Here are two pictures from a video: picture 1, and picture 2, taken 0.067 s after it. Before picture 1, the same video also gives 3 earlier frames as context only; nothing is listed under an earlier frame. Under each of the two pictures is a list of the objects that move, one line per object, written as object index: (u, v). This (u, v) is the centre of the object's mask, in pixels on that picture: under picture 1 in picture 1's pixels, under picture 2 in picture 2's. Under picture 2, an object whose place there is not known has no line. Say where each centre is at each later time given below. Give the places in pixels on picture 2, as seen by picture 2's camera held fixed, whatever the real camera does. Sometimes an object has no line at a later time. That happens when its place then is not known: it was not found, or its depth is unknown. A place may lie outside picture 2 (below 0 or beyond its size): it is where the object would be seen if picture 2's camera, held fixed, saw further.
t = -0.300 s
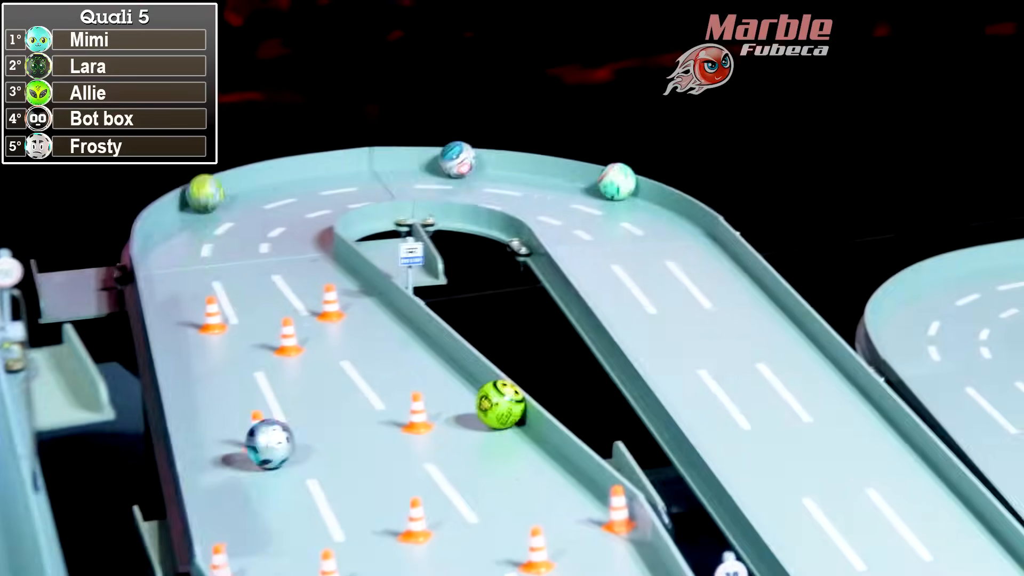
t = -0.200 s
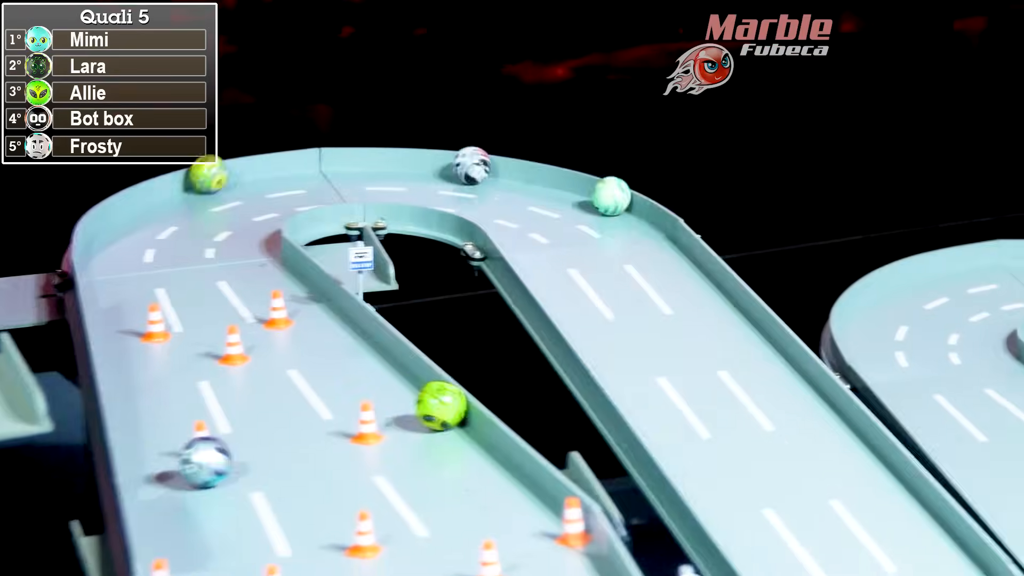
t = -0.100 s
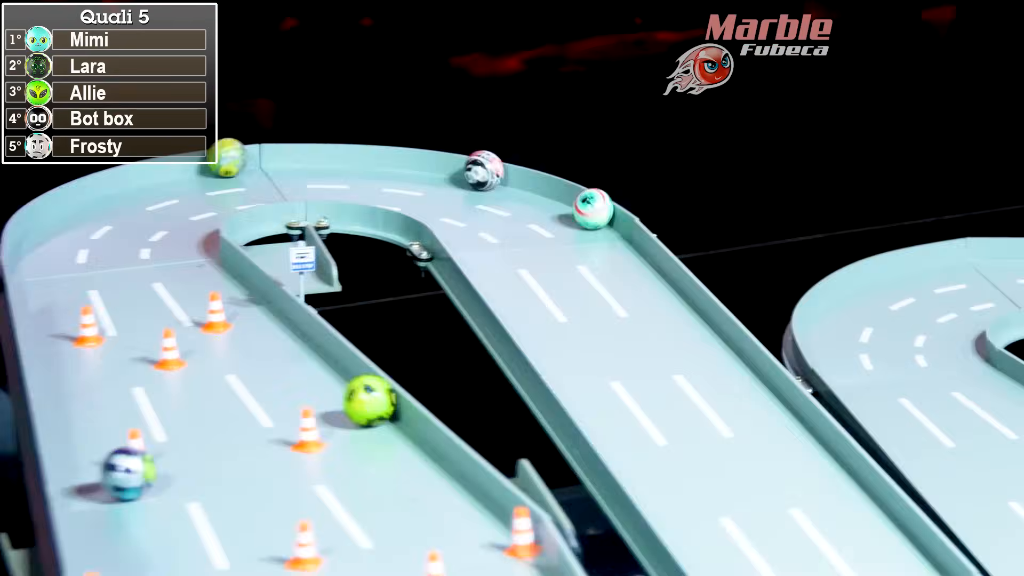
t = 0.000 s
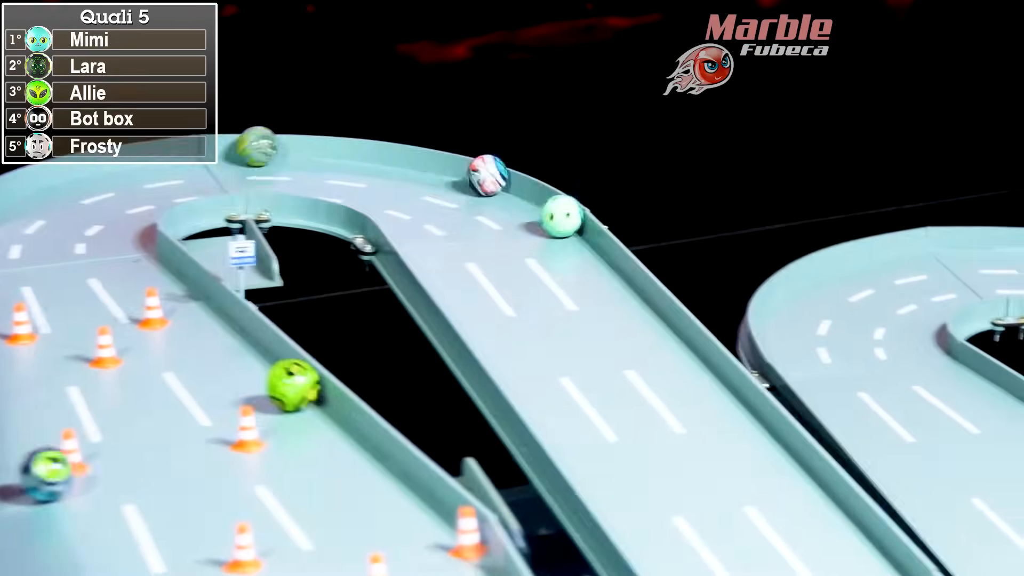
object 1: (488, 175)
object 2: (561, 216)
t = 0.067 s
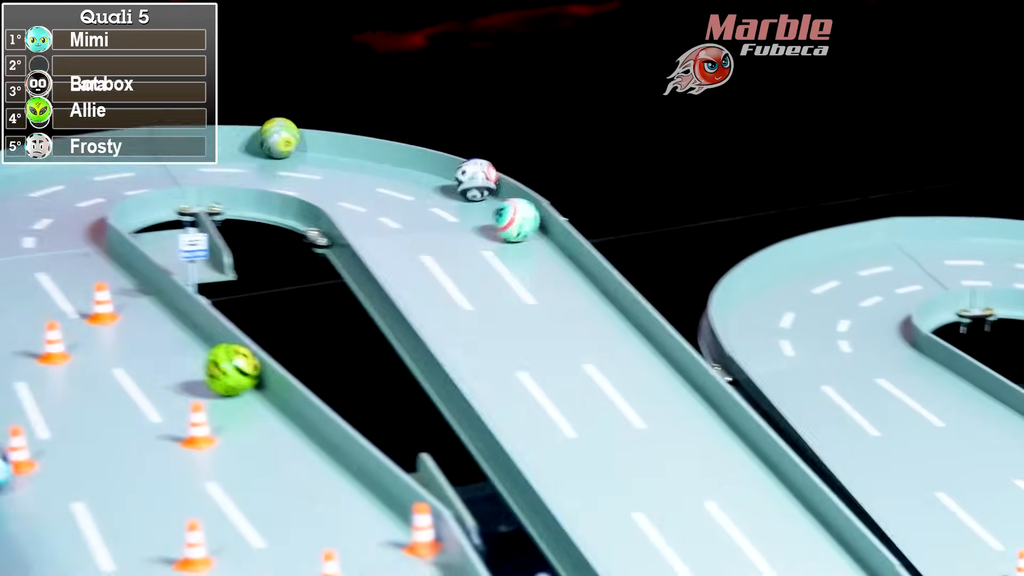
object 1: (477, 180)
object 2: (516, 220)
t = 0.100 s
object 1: (488, 186)
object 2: (515, 225)
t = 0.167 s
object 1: (511, 198)
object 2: (515, 237)
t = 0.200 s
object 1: (520, 204)
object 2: (516, 242)
